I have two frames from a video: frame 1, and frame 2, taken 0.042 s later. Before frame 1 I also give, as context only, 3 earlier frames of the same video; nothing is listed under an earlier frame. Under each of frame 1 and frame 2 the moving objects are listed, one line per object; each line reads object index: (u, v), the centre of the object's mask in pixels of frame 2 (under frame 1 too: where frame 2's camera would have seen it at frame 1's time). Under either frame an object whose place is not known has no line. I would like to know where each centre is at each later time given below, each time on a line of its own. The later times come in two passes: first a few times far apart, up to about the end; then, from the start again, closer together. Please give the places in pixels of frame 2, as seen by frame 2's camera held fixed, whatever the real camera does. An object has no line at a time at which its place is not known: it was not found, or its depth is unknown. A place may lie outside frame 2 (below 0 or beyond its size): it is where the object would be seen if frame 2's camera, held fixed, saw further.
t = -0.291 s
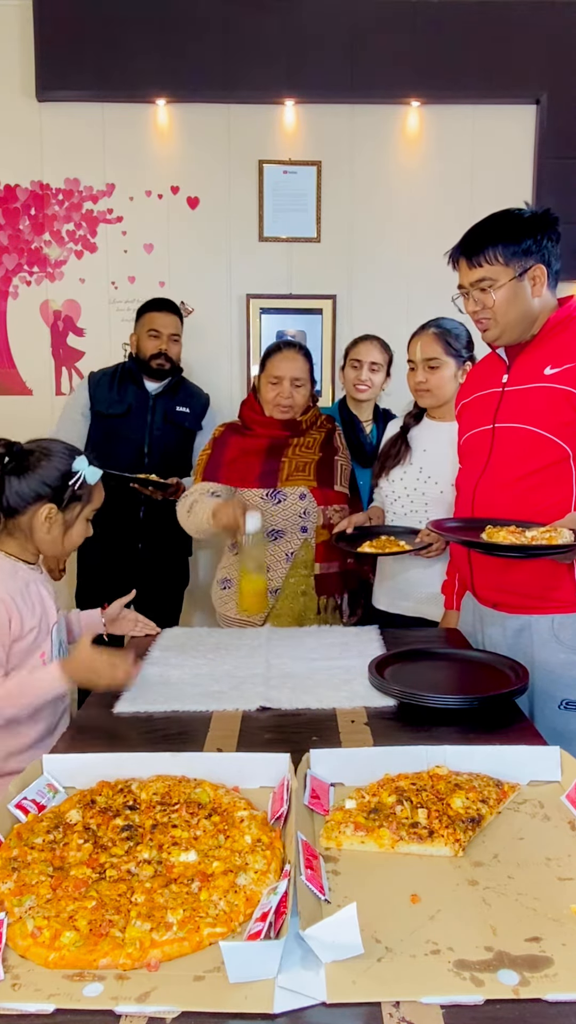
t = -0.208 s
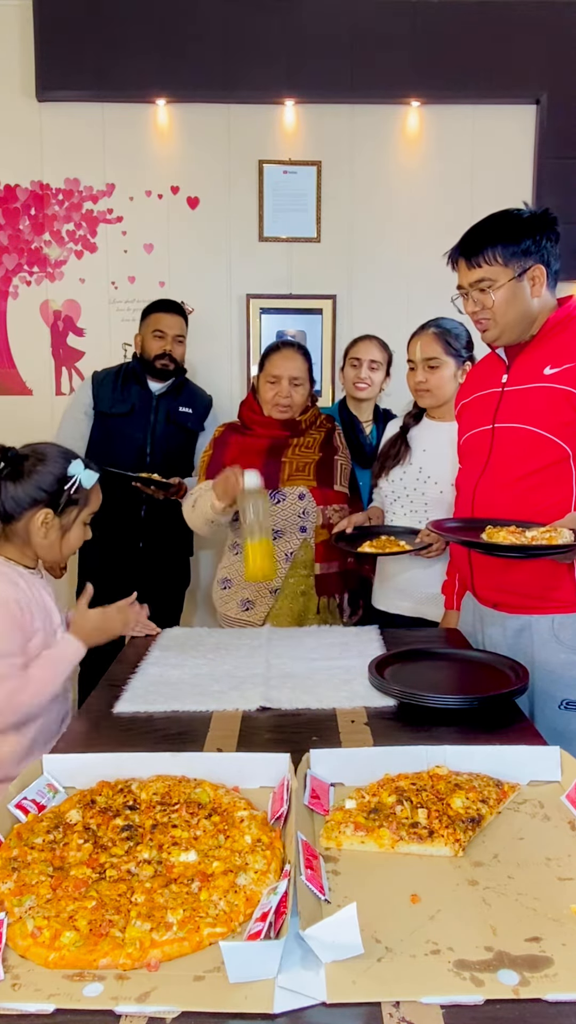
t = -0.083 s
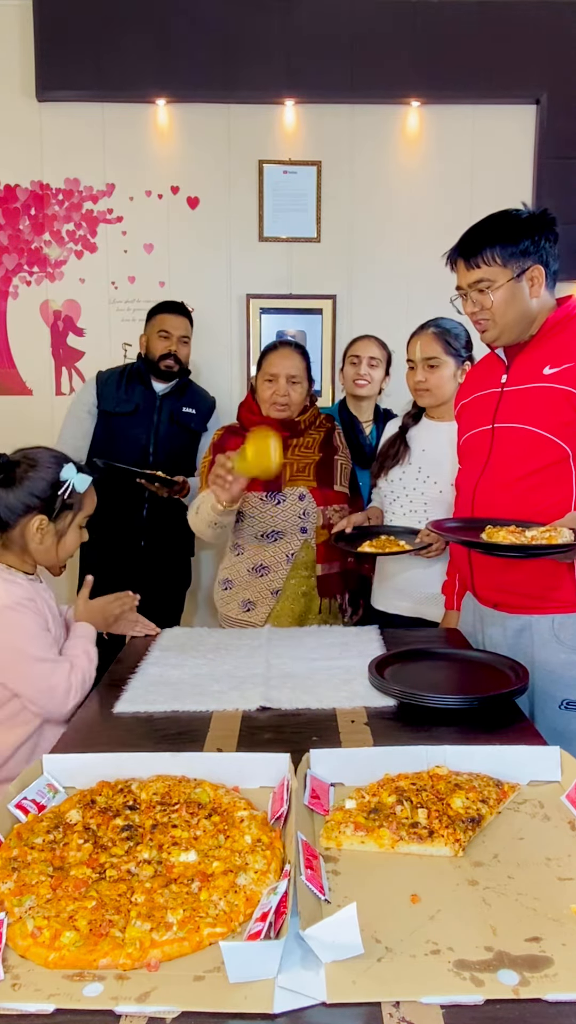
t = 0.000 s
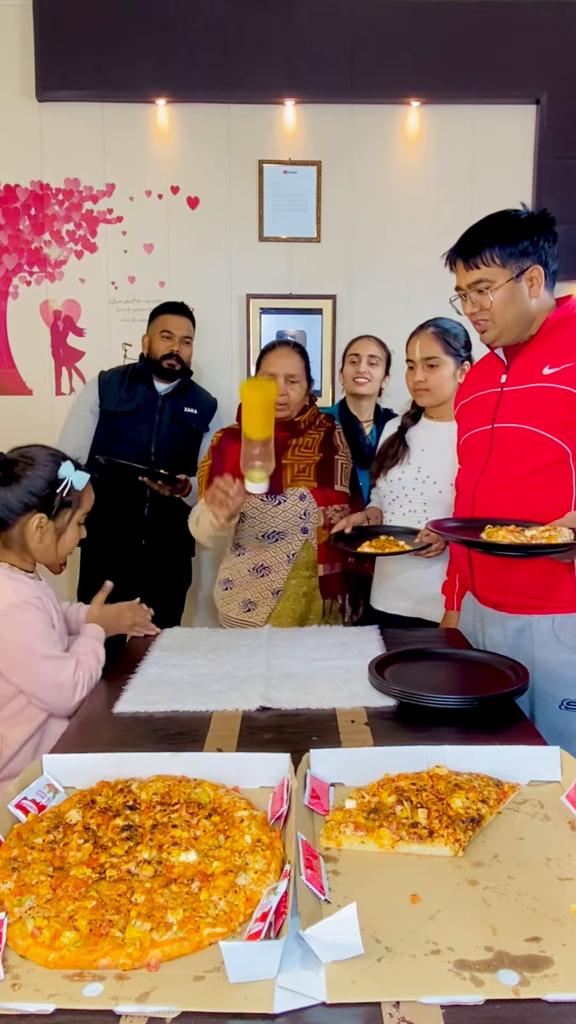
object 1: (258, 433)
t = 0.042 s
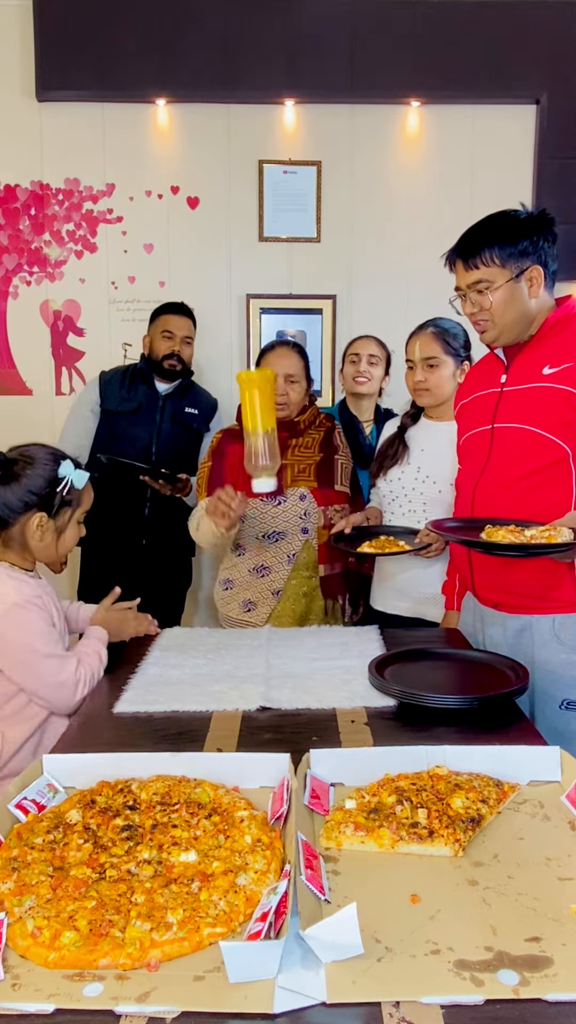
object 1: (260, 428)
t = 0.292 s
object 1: (258, 498)
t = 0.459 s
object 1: (252, 615)
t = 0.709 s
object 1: (236, 634)
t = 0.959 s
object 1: (225, 678)
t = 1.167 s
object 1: (225, 679)
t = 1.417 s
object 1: (225, 679)
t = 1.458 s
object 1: (225, 679)
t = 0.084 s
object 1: (261, 423)
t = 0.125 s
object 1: (262, 421)
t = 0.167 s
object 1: (261, 424)
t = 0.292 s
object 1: (258, 498)
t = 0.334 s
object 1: (257, 541)
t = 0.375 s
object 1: (256, 597)
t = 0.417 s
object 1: (254, 613)
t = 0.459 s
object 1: (252, 615)
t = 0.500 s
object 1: (251, 616)
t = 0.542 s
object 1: (246, 618)
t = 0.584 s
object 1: (244, 620)
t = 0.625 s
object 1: (242, 622)
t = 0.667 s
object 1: (239, 627)
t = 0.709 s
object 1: (236, 634)
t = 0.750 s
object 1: (232, 644)
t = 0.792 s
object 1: (227, 662)
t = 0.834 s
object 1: (225, 678)
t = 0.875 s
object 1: (225, 675)
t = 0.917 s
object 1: (225, 678)
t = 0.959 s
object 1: (225, 678)
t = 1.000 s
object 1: (224, 678)
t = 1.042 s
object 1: (224, 679)
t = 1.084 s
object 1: (224, 679)
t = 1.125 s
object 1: (225, 679)
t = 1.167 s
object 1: (225, 679)
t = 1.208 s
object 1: (225, 679)
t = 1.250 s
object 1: (225, 679)
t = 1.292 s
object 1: (225, 679)
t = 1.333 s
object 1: (225, 679)
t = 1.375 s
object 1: (225, 679)
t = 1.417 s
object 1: (225, 679)
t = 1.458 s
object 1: (225, 679)
